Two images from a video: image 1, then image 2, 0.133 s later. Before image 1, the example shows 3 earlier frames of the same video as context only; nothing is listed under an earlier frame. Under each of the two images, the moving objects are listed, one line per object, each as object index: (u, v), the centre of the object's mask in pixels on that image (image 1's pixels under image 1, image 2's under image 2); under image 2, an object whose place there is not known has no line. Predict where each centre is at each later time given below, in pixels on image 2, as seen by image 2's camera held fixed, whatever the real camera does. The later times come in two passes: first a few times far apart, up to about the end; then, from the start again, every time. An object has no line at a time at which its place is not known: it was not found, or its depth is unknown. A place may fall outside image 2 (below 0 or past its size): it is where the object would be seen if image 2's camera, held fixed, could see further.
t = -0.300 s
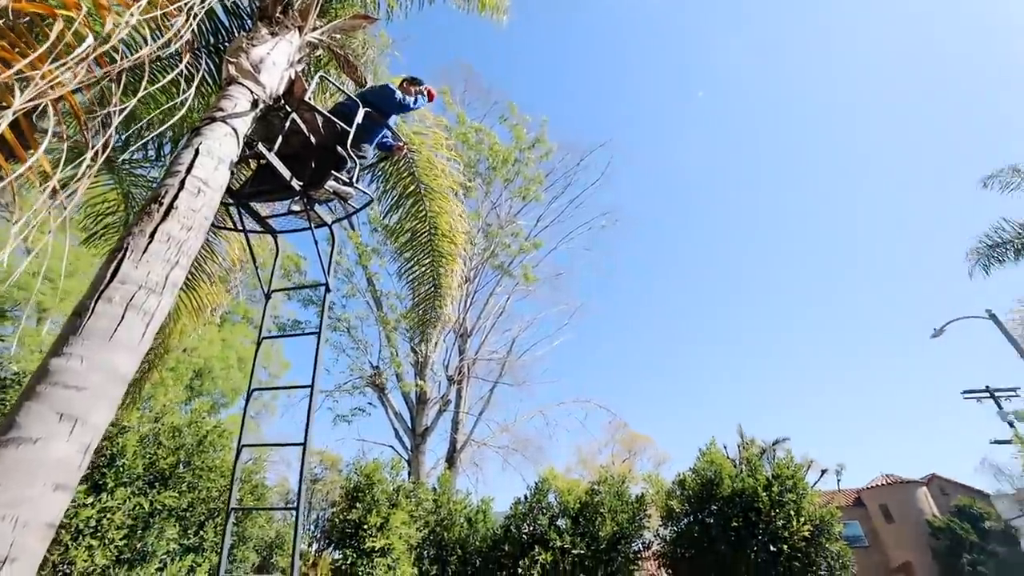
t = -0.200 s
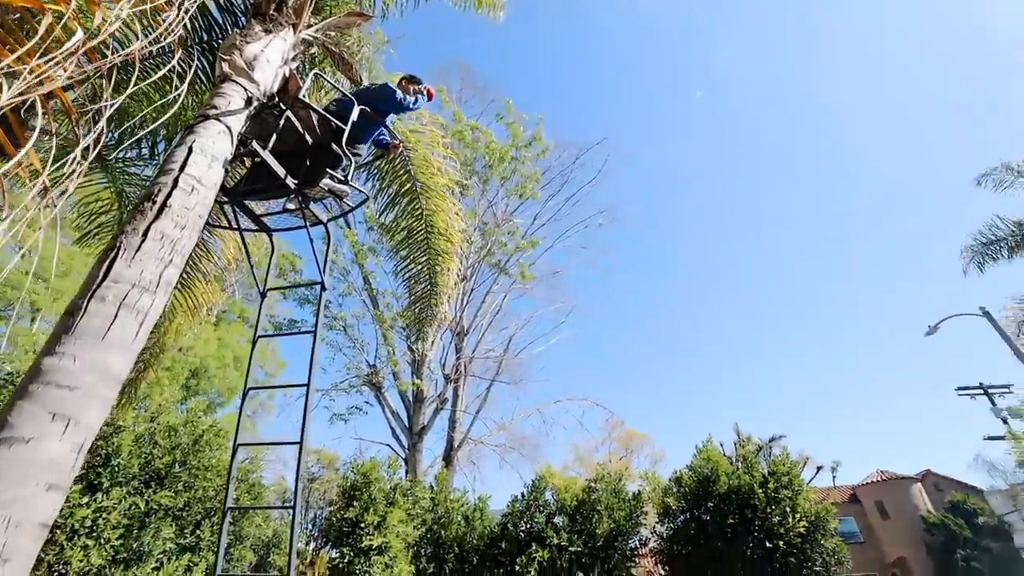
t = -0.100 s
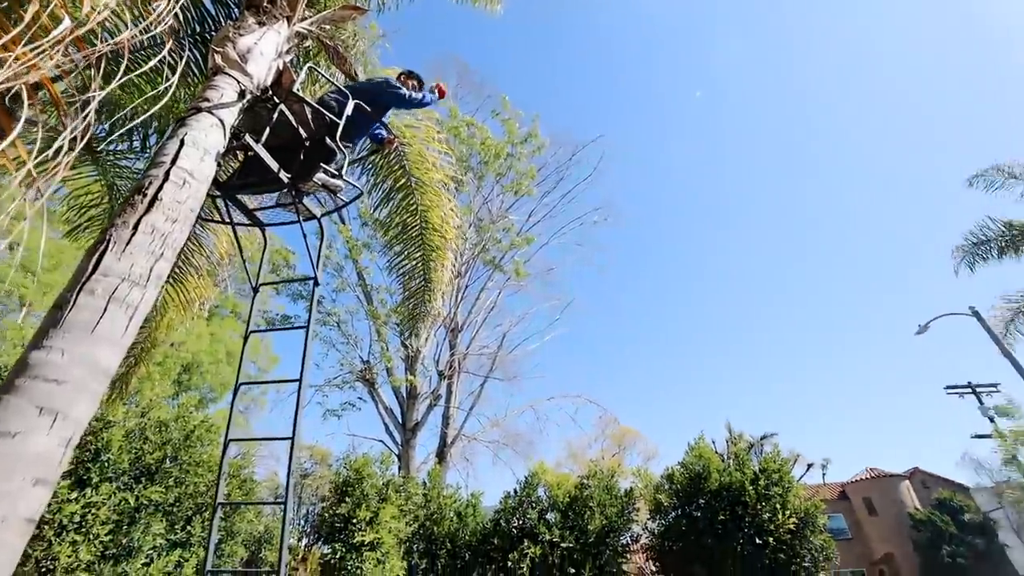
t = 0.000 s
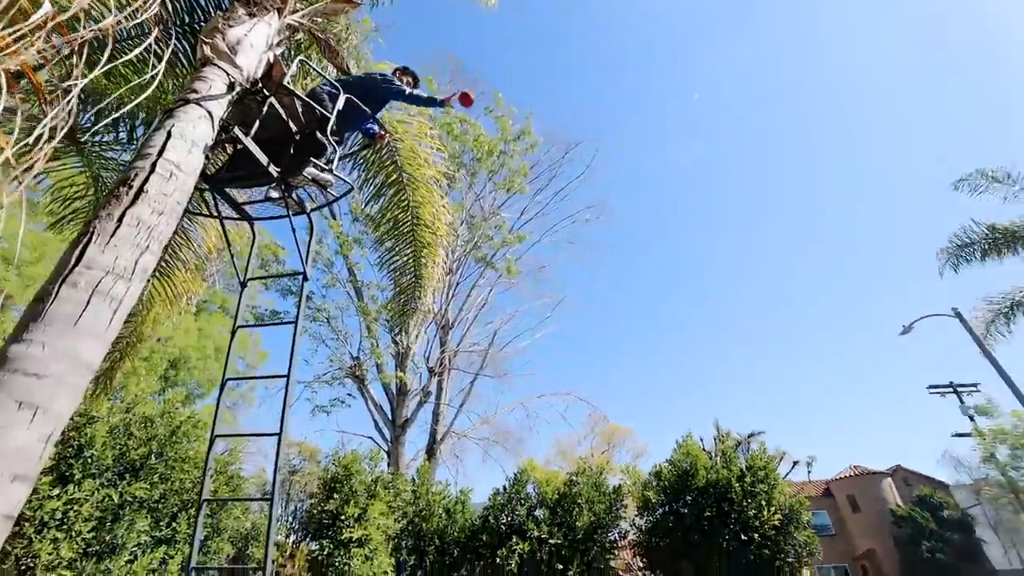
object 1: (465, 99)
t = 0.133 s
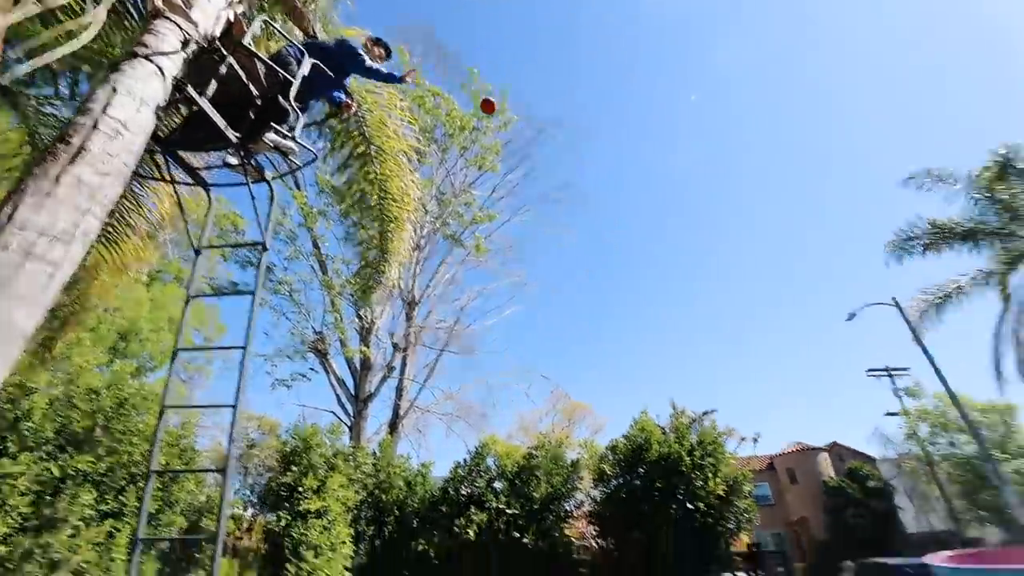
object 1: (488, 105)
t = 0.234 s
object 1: (531, 142)
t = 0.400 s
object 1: (599, 223)
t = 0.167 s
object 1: (504, 117)
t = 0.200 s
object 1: (519, 129)
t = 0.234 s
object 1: (531, 142)
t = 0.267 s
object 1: (543, 155)
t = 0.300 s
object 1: (557, 170)
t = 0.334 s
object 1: (571, 186)
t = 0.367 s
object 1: (585, 204)
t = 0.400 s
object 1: (599, 223)
